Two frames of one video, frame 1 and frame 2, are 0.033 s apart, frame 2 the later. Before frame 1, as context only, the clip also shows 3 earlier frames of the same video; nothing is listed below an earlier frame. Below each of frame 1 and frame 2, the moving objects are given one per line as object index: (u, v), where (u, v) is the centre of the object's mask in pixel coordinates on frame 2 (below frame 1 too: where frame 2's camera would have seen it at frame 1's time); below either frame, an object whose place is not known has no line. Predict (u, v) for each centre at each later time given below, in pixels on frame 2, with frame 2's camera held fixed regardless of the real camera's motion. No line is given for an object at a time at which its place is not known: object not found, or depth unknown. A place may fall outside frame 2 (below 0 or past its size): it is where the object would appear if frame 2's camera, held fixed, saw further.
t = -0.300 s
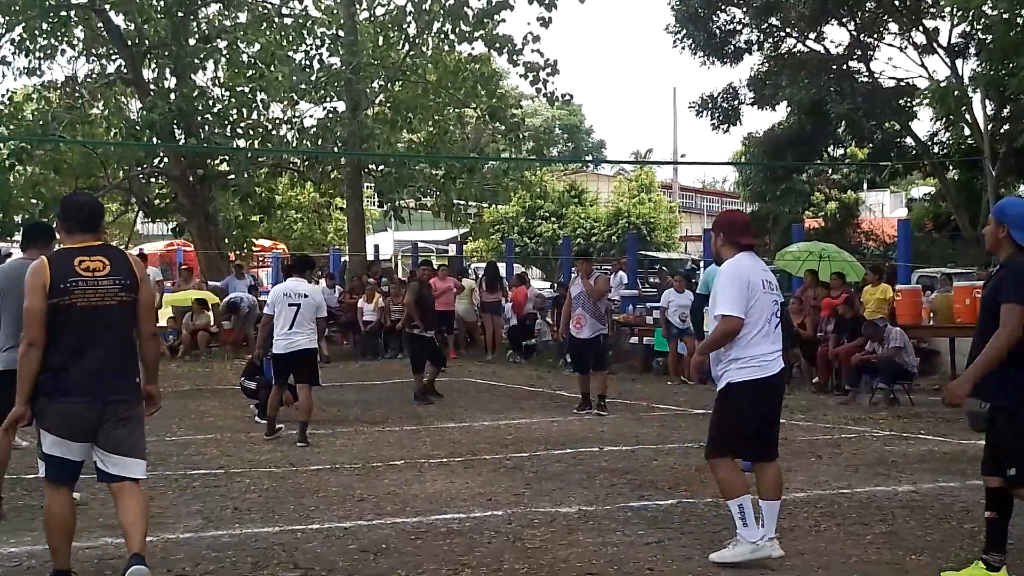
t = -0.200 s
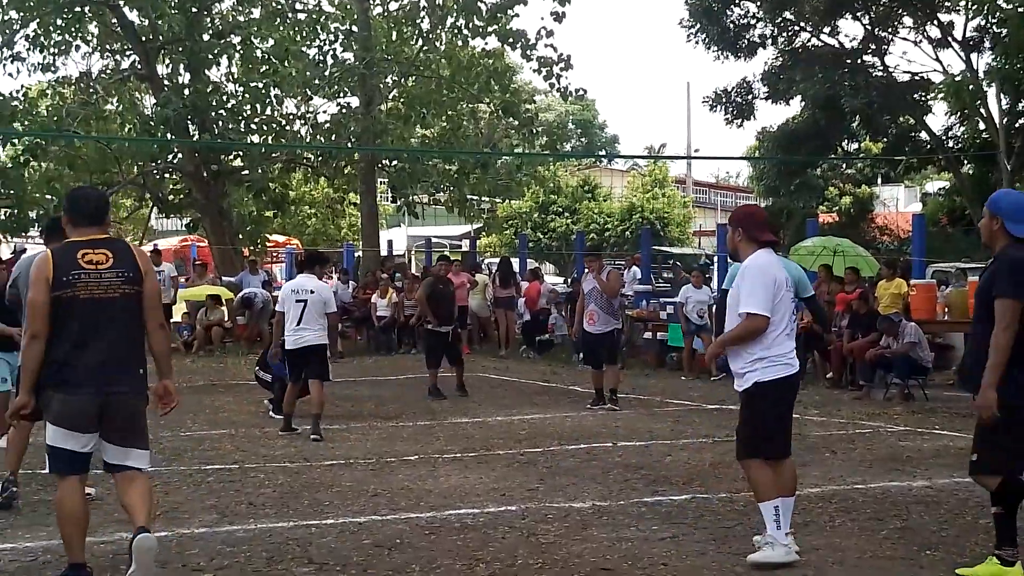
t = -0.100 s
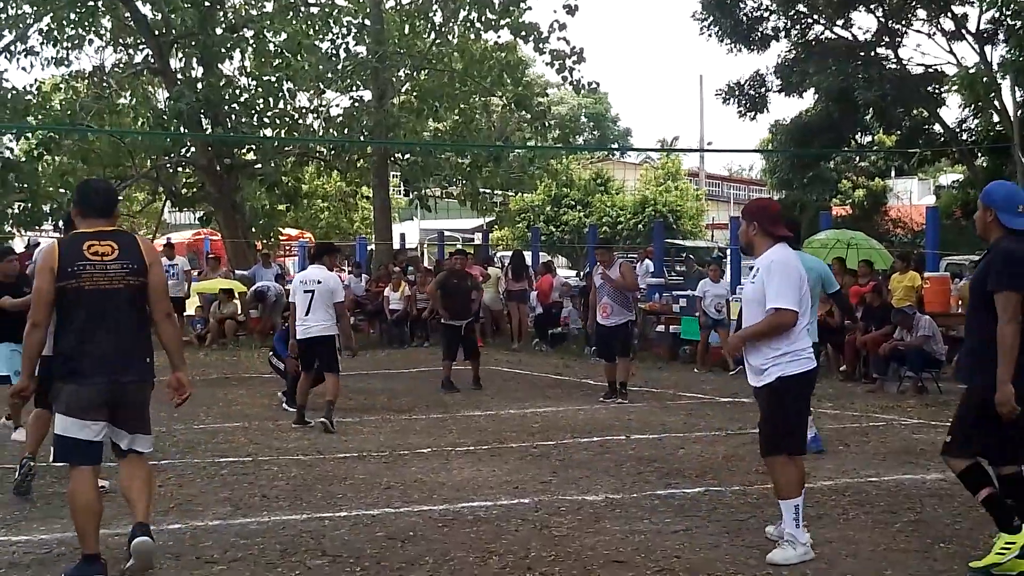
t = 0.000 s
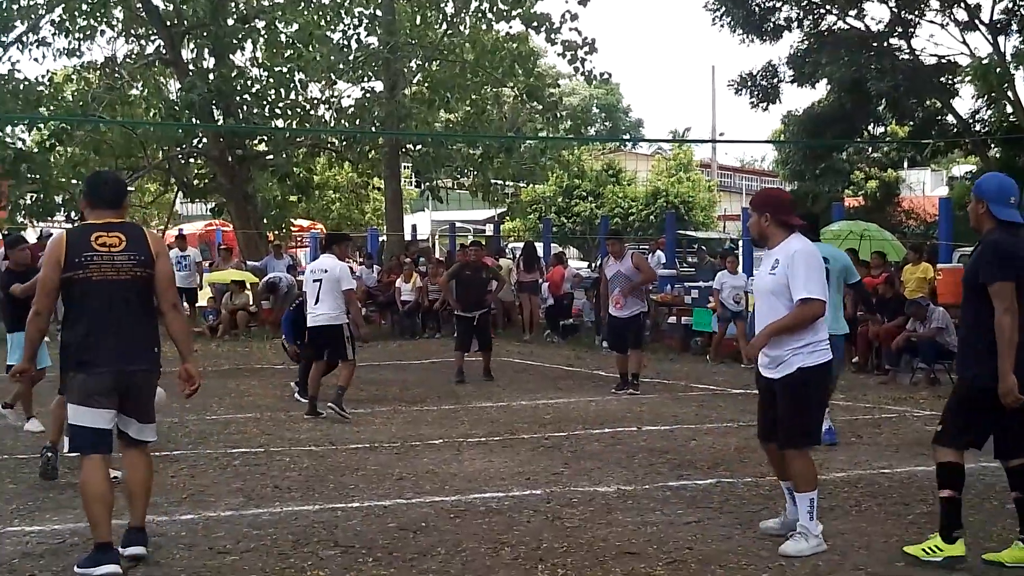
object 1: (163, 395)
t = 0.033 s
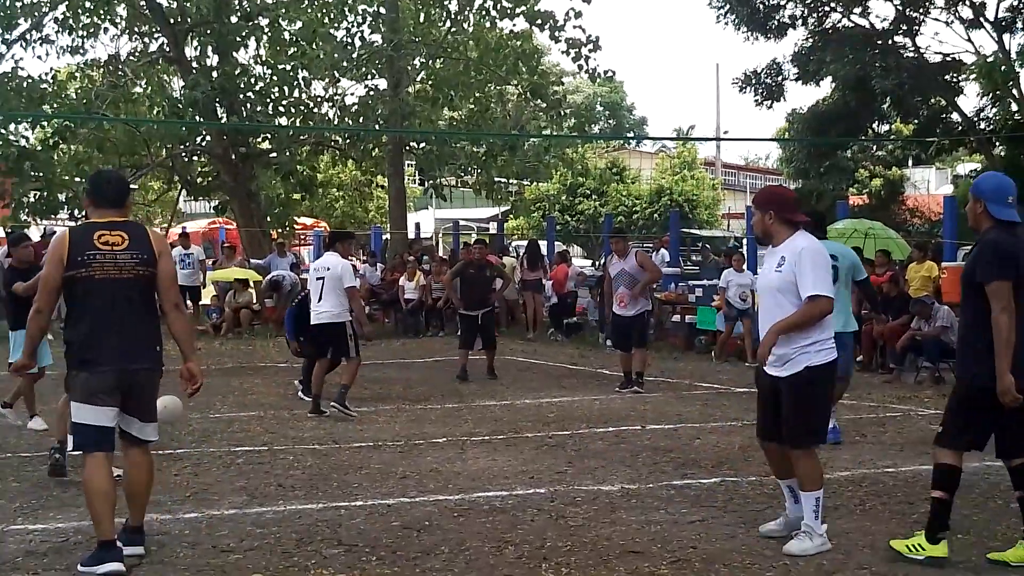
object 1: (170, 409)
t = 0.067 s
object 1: (181, 421)
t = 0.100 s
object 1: (194, 437)
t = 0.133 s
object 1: (203, 425)
